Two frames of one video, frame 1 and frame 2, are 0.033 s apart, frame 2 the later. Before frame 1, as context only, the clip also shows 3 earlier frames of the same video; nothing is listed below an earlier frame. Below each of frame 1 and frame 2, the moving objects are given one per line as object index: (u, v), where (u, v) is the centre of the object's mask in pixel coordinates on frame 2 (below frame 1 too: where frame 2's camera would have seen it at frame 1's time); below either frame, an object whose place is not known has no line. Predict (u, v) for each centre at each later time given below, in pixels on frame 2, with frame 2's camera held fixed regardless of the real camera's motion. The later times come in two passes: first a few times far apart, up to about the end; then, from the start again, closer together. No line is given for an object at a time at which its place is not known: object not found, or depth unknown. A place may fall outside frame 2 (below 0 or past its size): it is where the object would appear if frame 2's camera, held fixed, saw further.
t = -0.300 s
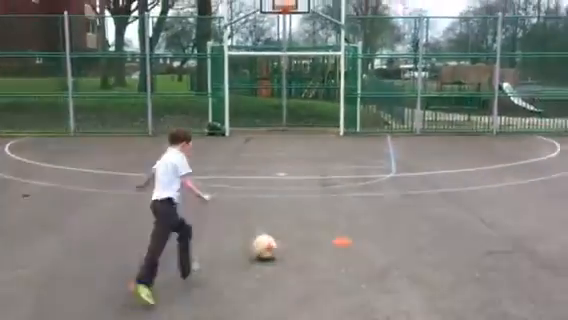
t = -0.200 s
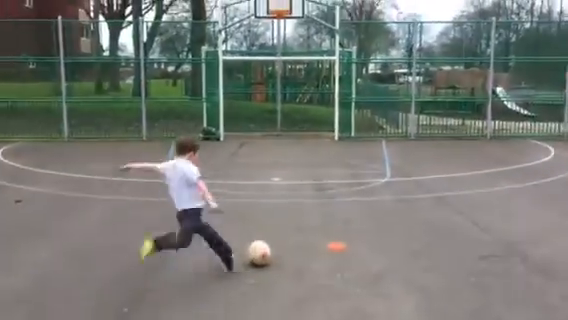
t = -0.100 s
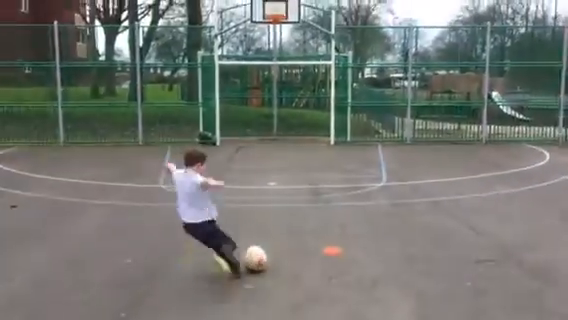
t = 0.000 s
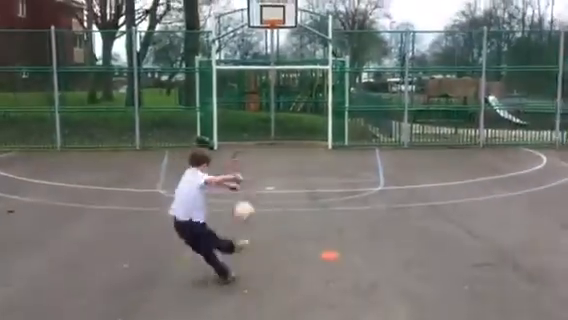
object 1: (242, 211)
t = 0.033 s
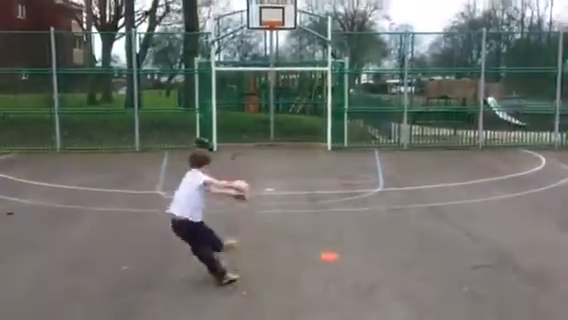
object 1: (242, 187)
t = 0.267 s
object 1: (222, 105)
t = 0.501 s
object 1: (216, 94)
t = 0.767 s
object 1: (216, 115)
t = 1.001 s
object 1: (262, 135)
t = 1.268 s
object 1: (315, 133)
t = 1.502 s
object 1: (306, 123)
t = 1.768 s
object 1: (276, 133)
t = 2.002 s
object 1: (254, 143)
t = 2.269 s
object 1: (242, 139)
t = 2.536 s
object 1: (229, 147)
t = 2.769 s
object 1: (217, 148)
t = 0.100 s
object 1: (233, 153)
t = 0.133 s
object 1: (229, 139)
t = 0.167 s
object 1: (227, 128)
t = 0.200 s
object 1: (225, 119)
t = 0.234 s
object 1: (223, 111)
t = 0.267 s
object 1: (222, 105)
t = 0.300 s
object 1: (221, 101)
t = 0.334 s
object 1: (220, 98)
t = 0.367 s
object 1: (218, 95)
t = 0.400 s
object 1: (218, 94)
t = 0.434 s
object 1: (217, 93)
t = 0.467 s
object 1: (216, 93)
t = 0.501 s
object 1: (216, 94)
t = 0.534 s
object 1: (216, 95)
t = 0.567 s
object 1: (215, 97)
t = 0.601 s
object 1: (215, 100)
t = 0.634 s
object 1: (215, 102)
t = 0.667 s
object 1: (215, 105)
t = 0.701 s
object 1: (215, 108)
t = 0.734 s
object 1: (217, 112)
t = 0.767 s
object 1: (216, 115)
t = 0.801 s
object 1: (216, 119)
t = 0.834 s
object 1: (216, 123)
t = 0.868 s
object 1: (225, 124)
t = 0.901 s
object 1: (235, 126)
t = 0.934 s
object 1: (244, 128)
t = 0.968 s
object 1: (253, 131)
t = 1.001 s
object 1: (262, 135)
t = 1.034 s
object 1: (271, 139)
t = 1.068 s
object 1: (280, 142)
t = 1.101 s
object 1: (288, 146)
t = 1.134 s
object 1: (294, 142)
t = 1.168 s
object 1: (299, 139)
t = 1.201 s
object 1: (304, 137)
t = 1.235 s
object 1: (310, 135)
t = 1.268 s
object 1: (315, 133)
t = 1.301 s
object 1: (321, 132)
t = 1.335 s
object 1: (323, 130)
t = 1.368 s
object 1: (321, 129)
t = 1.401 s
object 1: (317, 126)
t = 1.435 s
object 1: (313, 125)
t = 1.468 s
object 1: (310, 124)
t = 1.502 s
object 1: (306, 123)
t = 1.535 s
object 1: (302, 123)
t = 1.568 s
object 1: (298, 123)
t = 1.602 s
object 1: (295, 123)
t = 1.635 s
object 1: (290, 125)
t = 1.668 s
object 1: (287, 126)
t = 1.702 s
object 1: (283, 128)
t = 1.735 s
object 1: (279, 130)
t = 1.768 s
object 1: (276, 133)
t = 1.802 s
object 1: (271, 136)
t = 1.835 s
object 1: (267, 141)
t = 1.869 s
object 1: (262, 145)
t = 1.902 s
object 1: (259, 150)
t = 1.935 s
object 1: (257, 148)
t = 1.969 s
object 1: (255, 145)
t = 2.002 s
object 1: (254, 143)
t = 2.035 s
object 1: (253, 140)
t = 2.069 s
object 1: (251, 140)
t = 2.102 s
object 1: (250, 138)
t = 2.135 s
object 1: (248, 137)
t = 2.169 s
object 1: (247, 137)
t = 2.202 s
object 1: (245, 137)
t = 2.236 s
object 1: (244, 138)
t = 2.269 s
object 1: (242, 139)
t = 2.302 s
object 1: (240, 140)
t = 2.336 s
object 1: (239, 142)
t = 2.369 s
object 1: (237, 145)
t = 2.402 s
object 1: (236, 148)
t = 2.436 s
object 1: (235, 151)
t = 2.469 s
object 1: (234, 151)
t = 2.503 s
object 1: (231, 148)
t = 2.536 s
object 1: (229, 147)
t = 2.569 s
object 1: (228, 146)
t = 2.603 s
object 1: (226, 145)
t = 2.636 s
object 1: (224, 145)
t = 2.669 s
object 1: (222, 145)
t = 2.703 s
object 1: (221, 146)
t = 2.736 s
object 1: (220, 147)
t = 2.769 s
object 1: (217, 148)
